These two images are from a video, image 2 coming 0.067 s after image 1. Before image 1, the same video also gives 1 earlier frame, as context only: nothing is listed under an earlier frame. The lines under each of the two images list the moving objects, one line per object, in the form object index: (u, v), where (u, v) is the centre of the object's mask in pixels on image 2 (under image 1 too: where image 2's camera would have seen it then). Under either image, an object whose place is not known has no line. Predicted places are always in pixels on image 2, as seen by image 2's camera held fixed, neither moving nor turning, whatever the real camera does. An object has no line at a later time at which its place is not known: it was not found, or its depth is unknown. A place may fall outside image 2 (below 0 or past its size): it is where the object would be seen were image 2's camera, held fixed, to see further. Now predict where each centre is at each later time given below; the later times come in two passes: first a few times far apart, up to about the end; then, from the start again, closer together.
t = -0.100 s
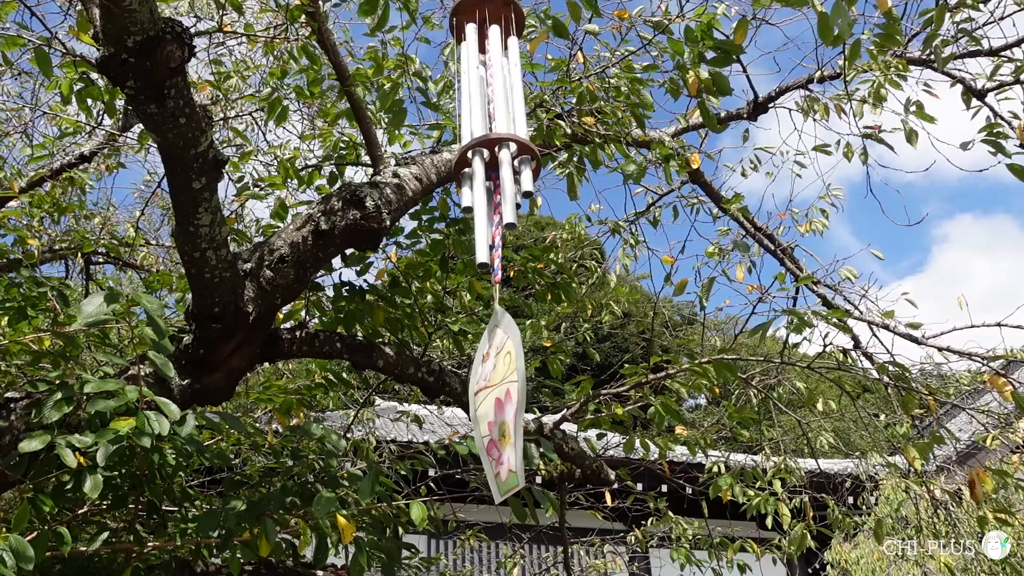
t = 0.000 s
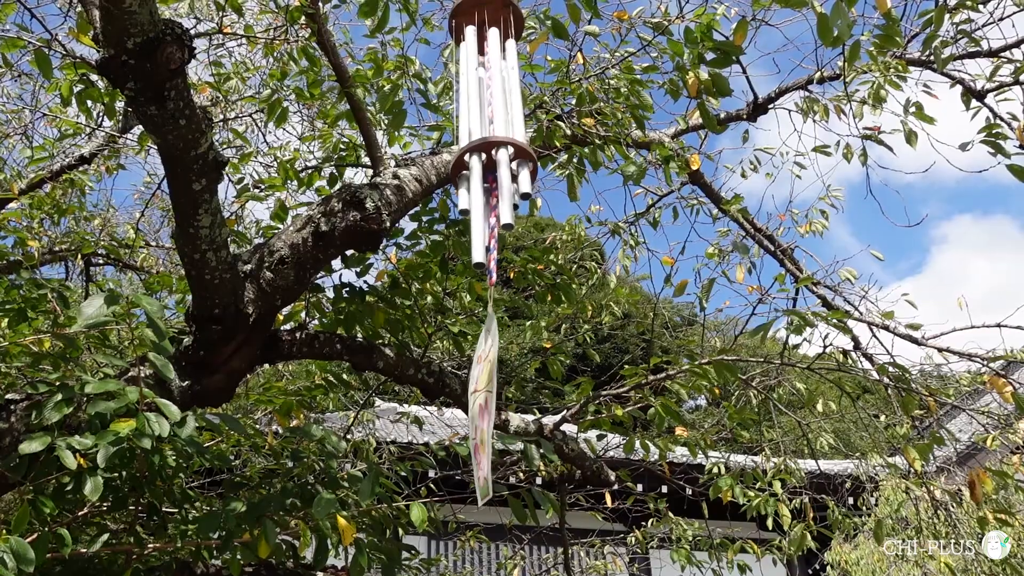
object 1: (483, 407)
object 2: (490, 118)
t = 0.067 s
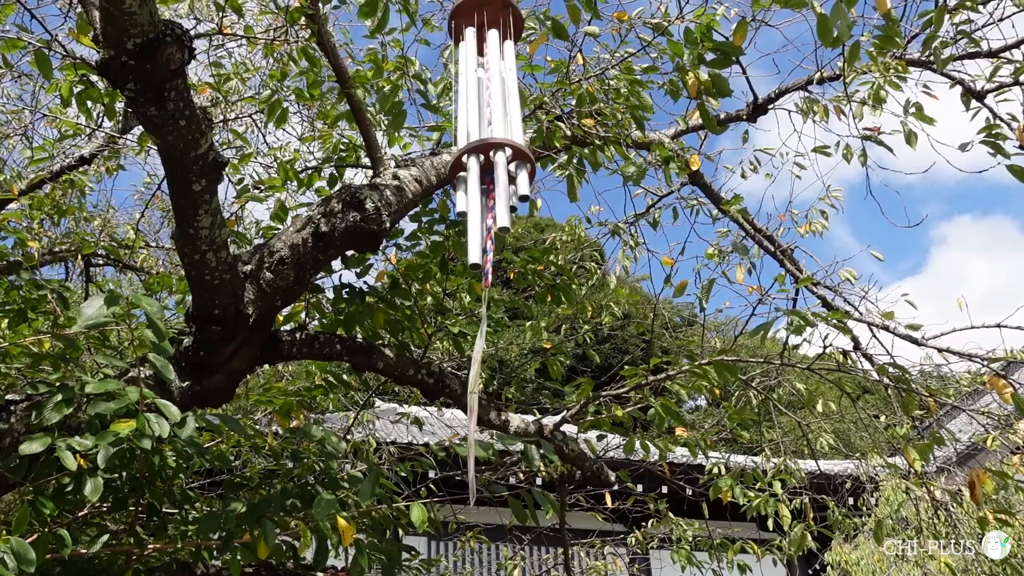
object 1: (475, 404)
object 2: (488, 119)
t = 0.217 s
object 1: (455, 408)
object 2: (484, 123)
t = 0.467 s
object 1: (430, 389)
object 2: (478, 125)
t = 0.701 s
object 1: (425, 390)
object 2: (474, 132)
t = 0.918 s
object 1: (463, 408)
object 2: (474, 128)
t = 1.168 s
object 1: (514, 407)
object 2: (481, 128)
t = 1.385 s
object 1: (537, 398)
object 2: (489, 125)
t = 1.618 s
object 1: (550, 390)
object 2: (495, 123)
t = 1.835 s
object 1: (547, 399)
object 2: (495, 122)
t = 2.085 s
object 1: (505, 416)
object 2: (490, 126)
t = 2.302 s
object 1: (455, 418)
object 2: (483, 129)
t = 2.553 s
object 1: (412, 414)
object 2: (476, 131)
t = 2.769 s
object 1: (419, 418)
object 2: (472, 131)
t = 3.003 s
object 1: (476, 422)
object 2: (475, 128)
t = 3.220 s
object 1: (519, 420)
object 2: (483, 126)
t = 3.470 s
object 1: (507, 416)
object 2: (492, 126)
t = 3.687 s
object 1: (446, 405)
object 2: (496, 128)
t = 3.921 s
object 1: (430, 409)
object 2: (491, 130)
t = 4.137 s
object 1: (445, 422)
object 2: (482, 132)
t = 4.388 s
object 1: (393, 401)
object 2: (471, 133)
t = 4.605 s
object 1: (391, 424)
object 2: (468, 129)
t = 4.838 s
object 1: (404, 418)
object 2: (470, 131)
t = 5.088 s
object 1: (419, 418)
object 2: (480, 127)
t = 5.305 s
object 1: (479, 427)
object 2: (489, 123)
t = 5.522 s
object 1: (532, 426)
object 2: (494, 124)
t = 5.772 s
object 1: (517, 426)
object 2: (493, 128)
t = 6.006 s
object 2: (486, 127)
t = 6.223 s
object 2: (476, 126)
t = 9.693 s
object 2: (489, 131)
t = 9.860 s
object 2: (484, 129)
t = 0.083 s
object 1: (472, 402)
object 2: (488, 118)
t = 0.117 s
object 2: (487, 118)
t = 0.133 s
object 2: (486, 119)
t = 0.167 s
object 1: (461, 412)
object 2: (486, 120)
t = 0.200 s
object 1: (457, 409)
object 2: (485, 120)
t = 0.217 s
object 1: (455, 408)
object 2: (484, 123)
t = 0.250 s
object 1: (452, 405)
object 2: (483, 123)
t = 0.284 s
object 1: (448, 402)
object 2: (483, 121)
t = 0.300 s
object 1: (447, 401)
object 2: (483, 121)
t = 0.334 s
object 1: (443, 399)
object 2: (482, 121)
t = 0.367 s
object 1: (440, 396)
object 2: (481, 121)
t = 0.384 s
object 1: (438, 395)
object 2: (481, 122)
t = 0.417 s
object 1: (435, 392)
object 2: (480, 122)
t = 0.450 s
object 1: (432, 390)
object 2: (478, 129)
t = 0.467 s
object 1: (430, 389)
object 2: (478, 125)
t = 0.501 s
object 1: (427, 387)
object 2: (478, 125)
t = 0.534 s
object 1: (425, 386)
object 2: (476, 130)
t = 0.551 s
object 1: (424, 385)
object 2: (476, 130)
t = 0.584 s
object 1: (422, 385)
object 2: (475, 131)
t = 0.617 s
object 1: (422, 386)
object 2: (475, 131)
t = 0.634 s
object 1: (422, 386)
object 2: (474, 131)
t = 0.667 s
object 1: (423, 388)
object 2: (474, 132)
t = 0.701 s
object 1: (425, 390)
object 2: (474, 132)
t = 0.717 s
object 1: (427, 392)
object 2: (474, 132)
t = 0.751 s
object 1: (431, 395)
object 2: (473, 132)
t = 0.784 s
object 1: (436, 398)
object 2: (473, 132)
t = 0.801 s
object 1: (439, 399)
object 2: (473, 131)
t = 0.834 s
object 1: (445, 402)
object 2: (474, 127)
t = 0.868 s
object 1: (452, 405)
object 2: (474, 132)
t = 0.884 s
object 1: (456, 406)
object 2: (474, 132)
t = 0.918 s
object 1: (463, 408)
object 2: (474, 128)
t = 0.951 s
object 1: (471, 409)
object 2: (475, 131)
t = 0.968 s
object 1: (474, 409)
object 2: (475, 131)
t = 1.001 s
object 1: (482, 410)
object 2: (476, 131)
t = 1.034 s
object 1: (489, 410)
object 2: (477, 130)
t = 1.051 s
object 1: (493, 410)
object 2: (477, 130)
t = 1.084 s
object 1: (499, 410)
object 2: (478, 129)
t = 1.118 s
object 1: (506, 409)
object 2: (479, 129)
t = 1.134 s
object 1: (508, 409)
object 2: (480, 129)
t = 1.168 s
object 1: (514, 407)
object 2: (481, 128)
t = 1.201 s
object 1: (519, 406)
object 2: (482, 128)
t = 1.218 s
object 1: (521, 405)
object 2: (483, 127)
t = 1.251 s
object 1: (525, 404)
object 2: (484, 126)
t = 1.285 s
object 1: (528, 402)
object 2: (485, 126)
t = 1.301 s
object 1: (530, 401)
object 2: (486, 126)
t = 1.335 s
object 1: (533, 400)
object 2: (487, 125)
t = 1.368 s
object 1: (536, 398)
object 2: (488, 125)
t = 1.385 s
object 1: (537, 398)
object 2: (489, 125)
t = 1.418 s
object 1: (539, 396)
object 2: (490, 124)
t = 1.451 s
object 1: (542, 395)
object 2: (491, 123)
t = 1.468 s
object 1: (543, 394)
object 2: (491, 123)
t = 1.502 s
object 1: (545, 393)
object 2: (492, 123)
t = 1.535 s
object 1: (546, 392)
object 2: (493, 123)
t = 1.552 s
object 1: (547, 391)
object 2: (494, 123)
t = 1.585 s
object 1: (549, 391)
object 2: (494, 123)
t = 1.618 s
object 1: (550, 390)
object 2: (495, 123)
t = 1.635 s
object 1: (551, 391)
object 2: (495, 123)
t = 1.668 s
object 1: (552, 391)
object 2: (495, 123)
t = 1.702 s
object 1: (552, 392)
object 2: (495, 123)
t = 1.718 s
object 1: (552, 393)
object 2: (495, 123)
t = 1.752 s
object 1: (551, 394)
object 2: (495, 123)
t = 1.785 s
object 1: (550, 396)
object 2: (495, 122)
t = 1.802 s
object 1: (549, 397)
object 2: (495, 122)
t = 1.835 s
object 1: (547, 399)
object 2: (495, 122)
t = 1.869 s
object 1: (543, 402)
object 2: (494, 122)
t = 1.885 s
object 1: (541, 403)
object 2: (494, 122)
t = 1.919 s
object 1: (537, 406)
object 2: (494, 123)
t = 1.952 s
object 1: (532, 408)
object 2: (493, 123)
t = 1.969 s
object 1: (529, 409)
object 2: (492, 123)
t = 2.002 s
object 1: (523, 412)
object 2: (492, 126)
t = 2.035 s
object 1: (516, 414)
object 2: (491, 125)
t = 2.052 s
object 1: (512, 414)
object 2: (490, 125)
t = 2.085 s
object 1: (505, 416)
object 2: (490, 126)
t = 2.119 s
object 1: (498, 417)
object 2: (488, 126)
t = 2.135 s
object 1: (494, 418)
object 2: (488, 127)
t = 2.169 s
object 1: (486, 418)
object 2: (487, 126)
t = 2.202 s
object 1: (478, 419)
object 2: (486, 124)
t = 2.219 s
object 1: (474, 419)
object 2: (485, 124)
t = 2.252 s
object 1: (466, 419)
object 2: (484, 127)
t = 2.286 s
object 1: (459, 419)
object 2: (483, 124)
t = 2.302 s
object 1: (455, 418)
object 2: (483, 129)
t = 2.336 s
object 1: (448, 418)
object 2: (482, 125)
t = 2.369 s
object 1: (441, 417)
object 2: (481, 129)
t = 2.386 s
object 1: (437, 417)
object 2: (480, 130)
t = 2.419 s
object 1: (431, 416)
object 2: (479, 130)
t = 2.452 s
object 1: (425, 416)
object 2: (478, 131)
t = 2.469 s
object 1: (422, 415)
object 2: (478, 131)
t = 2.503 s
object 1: (417, 415)
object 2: (477, 131)
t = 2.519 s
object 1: (416, 414)
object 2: (477, 131)
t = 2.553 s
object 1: (412, 414)
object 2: (476, 131)
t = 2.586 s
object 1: (410, 414)
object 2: (475, 131)
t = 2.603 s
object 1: (409, 414)
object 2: (475, 132)
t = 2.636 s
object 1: (409, 415)
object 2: (474, 131)
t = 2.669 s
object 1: (409, 415)
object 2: (473, 131)
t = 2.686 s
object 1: (410, 416)
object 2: (473, 131)
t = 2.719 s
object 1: (413, 416)
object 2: (473, 131)
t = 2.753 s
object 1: (417, 417)
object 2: (472, 131)
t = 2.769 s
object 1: (419, 418)
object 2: (472, 131)
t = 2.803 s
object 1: (425, 419)
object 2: (473, 128)
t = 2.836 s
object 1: (432, 420)
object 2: (472, 130)
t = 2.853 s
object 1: (435, 421)
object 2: (473, 128)
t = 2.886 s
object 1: (444, 421)
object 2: (473, 128)
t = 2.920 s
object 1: (452, 422)
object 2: (474, 125)
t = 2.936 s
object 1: (457, 422)
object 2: (474, 124)
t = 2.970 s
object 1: (466, 422)
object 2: (475, 124)
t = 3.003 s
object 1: (476, 422)
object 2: (475, 128)
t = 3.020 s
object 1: (480, 422)
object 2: (476, 124)
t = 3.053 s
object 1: (489, 421)
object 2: (477, 125)
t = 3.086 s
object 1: (497, 421)
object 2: (478, 126)
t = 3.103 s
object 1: (501, 421)
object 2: (478, 127)
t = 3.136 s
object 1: (508, 420)
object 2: (479, 127)
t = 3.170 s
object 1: (513, 420)
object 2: (481, 126)
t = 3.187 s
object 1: (516, 420)
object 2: (481, 126)
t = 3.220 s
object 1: (519, 420)
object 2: (483, 126)
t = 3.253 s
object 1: (521, 420)
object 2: (484, 126)
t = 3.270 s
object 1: (522, 420)
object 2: (484, 126)
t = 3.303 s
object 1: (522, 419)
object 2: (486, 126)
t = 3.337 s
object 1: (521, 419)
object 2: (487, 126)
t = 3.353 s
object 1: (521, 419)
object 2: (488, 126)
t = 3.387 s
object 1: (518, 419)
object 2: (489, 126)
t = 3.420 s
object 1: (515, 418)
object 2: (490, 126)
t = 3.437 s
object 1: (512, 417)
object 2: (491, 126)
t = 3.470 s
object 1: (507, 416)
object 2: (492, 126)
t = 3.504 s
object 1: (500, 415)
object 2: (493, 126)
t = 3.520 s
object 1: (496, 414)
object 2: (493, 125)
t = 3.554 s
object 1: (487, 412)
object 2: (494, 125)
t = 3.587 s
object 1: (477, 409)
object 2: (495, 126)
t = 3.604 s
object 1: (472, 408)
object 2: (495, 125)
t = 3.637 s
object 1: (461, 407)
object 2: (495, 128)
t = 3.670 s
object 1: (451, 406)
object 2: (496, 129)
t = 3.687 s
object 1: (446, 405)
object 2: (496, 128)
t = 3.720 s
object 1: (438, 405)
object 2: (496, 129)
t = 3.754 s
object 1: (432, 405)
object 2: (495, 129)
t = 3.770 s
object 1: (429, 406)
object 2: (495, 129)
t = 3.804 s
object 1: (426, 407)
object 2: (494, 130)
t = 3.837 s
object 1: (425, 408)
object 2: (494, 130)
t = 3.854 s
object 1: (425, 408)
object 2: (493, 130)
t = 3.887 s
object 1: (427, 409)
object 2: (493, 130)
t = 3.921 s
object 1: (430, 409)
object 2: (491, 130)
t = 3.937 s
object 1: (431, 410)
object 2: (491, 131)
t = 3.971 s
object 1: (436, 408)
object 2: (489, 131)
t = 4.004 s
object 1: (442, 406)
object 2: (488, 132)
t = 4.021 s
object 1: (445, 403)
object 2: (487, 132)
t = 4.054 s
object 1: (450, 396)
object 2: (486, 132)
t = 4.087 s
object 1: (439, 439)
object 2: (484, 127)
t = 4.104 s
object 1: (443, 429)
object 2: (483, 133)
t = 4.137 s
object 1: (445, 422)
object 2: (482, 132)
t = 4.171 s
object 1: (444, 415)
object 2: (481, 128)
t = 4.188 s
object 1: (443, 413)
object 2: (480, 129)
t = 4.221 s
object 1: (437, 407)
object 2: (478, 129)
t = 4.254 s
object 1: (429, 403)
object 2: (476, 133)
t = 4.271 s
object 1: (424, 402)
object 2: (476, 133)
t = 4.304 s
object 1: (414, 400)
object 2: (474, 133)
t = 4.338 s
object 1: (405, 400)
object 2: (473, 133)
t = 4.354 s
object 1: (400, 400)
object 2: (473, 133)
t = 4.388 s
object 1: (393, 401)
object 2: (471, 133)
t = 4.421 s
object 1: (389, 403)
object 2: (471, 133)
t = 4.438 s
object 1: (387, 404)
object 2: (470, 133)
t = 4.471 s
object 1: (386, 406)
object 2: (469, 133)
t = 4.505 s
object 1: (387, 407)
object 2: (469, 132)
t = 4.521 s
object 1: (388, 407)
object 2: (469, 133)
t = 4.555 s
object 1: (392, 404)
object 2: (468, 133)
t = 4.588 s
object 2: (468, 132)
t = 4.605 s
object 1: (391, 424)
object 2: (468, 129)
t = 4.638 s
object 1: (395, 420)
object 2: (467, 133)
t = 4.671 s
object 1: (398, 420)
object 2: (468, 132)
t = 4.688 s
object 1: (399, 419)
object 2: (468, 132)
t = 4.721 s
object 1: (401, 420)
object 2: (468, 132)
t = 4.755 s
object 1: (403, 419)
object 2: (468, 132)
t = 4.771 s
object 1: (404, 419)
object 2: (469, 131)
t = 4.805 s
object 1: (404, 418)
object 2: (469, 131)
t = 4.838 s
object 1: (404, 418)
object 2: (470, 131)
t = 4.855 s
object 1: (404, 417)
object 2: (471, 131)
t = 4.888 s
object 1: (404, 416)
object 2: (472, 130)
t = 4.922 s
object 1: (404, 416)
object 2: (473, 130)
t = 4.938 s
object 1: (405, 416)
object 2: (474, 129)
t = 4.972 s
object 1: (406, 415)
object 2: (475, 129)
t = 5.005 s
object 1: (408, 416)
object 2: (477, 129)
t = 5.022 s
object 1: (410, 416)
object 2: (478, 124)
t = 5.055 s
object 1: (414, 416)
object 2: (480, 124)
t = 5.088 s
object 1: (419, 418)
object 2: (480, 127)
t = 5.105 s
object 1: (422, 418)
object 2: (481, 127)
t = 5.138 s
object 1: (429, 420)
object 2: (483, 124)
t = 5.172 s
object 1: (438, 422)
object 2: (484, 128)
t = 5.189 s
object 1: (442, 422)
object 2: (485, 128)
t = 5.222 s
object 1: (452, 424)
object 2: (486, 128)
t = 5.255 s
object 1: (463, 425)
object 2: (487, 128)
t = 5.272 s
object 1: (468, 426)
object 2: (488, 128)
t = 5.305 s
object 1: (479, 427)
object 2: (489, 123)
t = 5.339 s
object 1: (490, 427)
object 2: (490, 122)
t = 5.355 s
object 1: (496, 427)
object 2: (491, 122)
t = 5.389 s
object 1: (506, 427)
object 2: (492, 122)
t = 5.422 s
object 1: (515, 427)
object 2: (492, 123)
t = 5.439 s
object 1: (519, 427)
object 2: (493, 123)
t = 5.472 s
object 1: (526, 426)
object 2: (493, 124)
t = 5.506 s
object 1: (531, 426)
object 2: (494, 124)
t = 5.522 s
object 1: (532, 426)
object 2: (494, 124)
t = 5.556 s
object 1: (535, 426)
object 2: (494, 124)
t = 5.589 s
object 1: (536, 427)
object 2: (495, 125)
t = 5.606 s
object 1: (536, 427)
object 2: (495, 125)
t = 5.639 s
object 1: (534, 428)
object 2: (494, 126)
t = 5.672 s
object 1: (532, 428)
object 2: (494, 127)
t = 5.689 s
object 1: (530, 428)
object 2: (494, 127)
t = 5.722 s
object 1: (526, 428)
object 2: (494, 127)
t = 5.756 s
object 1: (520, 426)
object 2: (493, 127)
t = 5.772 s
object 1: (517, 426)
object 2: (493, 128)
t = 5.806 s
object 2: (492, 127)
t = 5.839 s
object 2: (491, 128)
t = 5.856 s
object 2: (491, 128)
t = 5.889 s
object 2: (490, 128)
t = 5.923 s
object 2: (489, 127)
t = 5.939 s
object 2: (489, 128)
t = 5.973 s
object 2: (487, 127)
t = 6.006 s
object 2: (486, 127)
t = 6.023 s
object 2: (486, 127)
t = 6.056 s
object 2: (484, 127)
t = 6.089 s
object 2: (483, 126)
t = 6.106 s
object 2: (482, 127)
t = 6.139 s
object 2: (480, 127)
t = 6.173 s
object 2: (479, 127)
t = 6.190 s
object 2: (478, 127)
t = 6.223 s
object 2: (476, 126)
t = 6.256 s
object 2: (474, 125)
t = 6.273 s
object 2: (473, 125)
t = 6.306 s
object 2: (471, 125)
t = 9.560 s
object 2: (493, 132)
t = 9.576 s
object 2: (492, 132)
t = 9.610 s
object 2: (491, 132)
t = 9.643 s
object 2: (490, 132)
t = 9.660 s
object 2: (490, 132)
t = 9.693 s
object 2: (489, 131)
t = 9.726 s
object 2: (488, 131)
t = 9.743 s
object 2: (487, 130)
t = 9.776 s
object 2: (486, 130)
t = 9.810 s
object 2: (485, 130)
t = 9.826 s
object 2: (485, 129)
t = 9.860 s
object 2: (484, 129)
